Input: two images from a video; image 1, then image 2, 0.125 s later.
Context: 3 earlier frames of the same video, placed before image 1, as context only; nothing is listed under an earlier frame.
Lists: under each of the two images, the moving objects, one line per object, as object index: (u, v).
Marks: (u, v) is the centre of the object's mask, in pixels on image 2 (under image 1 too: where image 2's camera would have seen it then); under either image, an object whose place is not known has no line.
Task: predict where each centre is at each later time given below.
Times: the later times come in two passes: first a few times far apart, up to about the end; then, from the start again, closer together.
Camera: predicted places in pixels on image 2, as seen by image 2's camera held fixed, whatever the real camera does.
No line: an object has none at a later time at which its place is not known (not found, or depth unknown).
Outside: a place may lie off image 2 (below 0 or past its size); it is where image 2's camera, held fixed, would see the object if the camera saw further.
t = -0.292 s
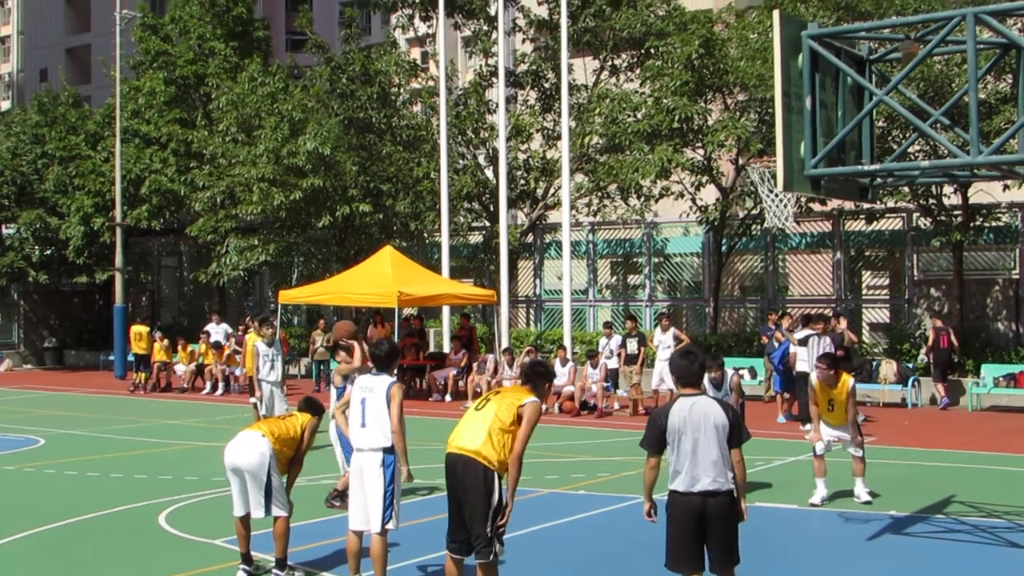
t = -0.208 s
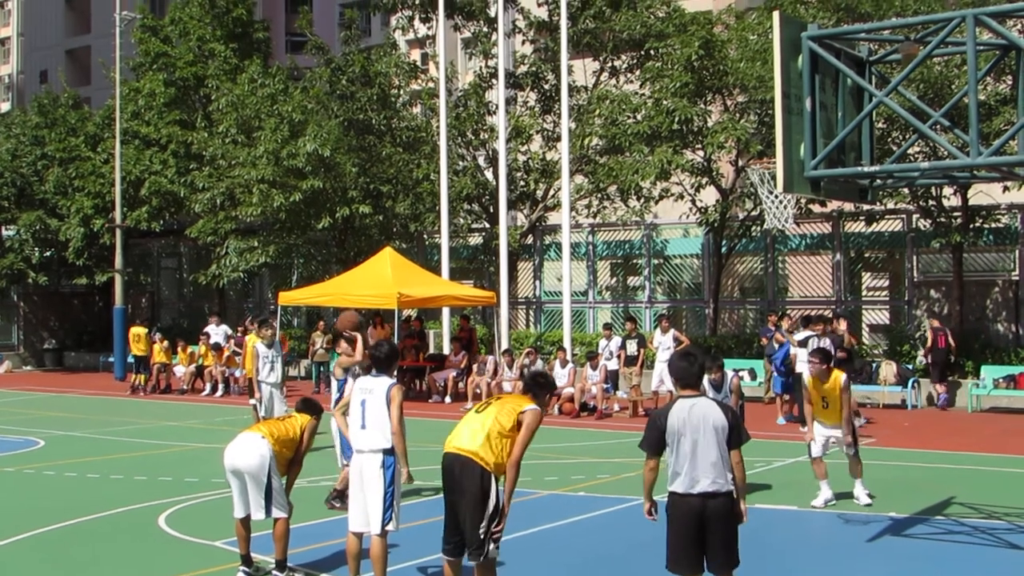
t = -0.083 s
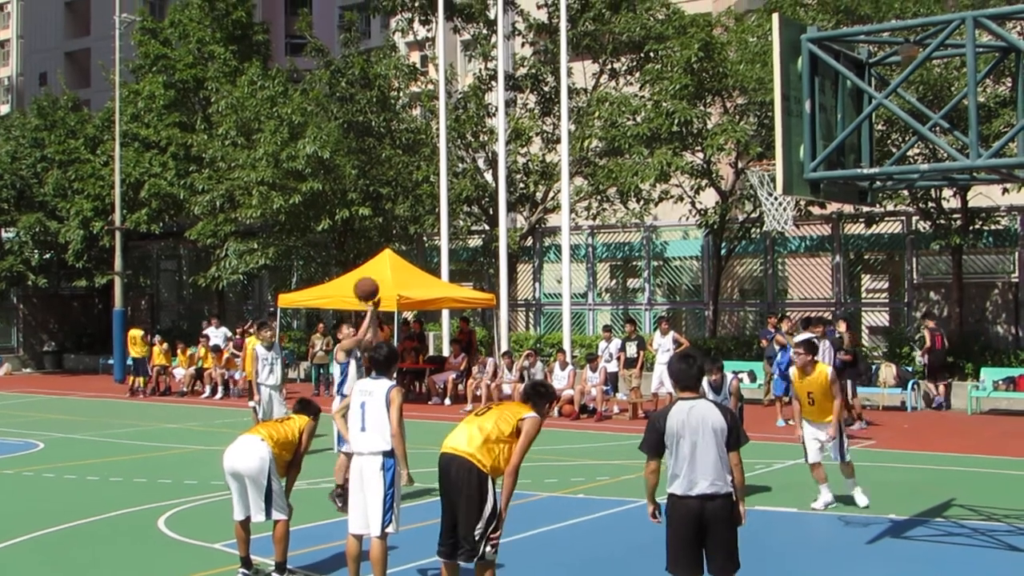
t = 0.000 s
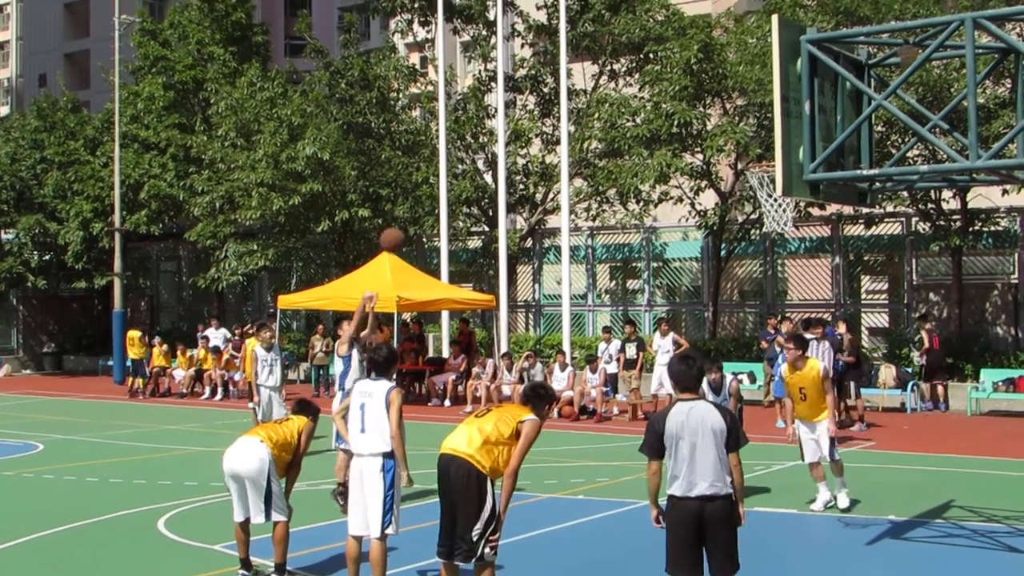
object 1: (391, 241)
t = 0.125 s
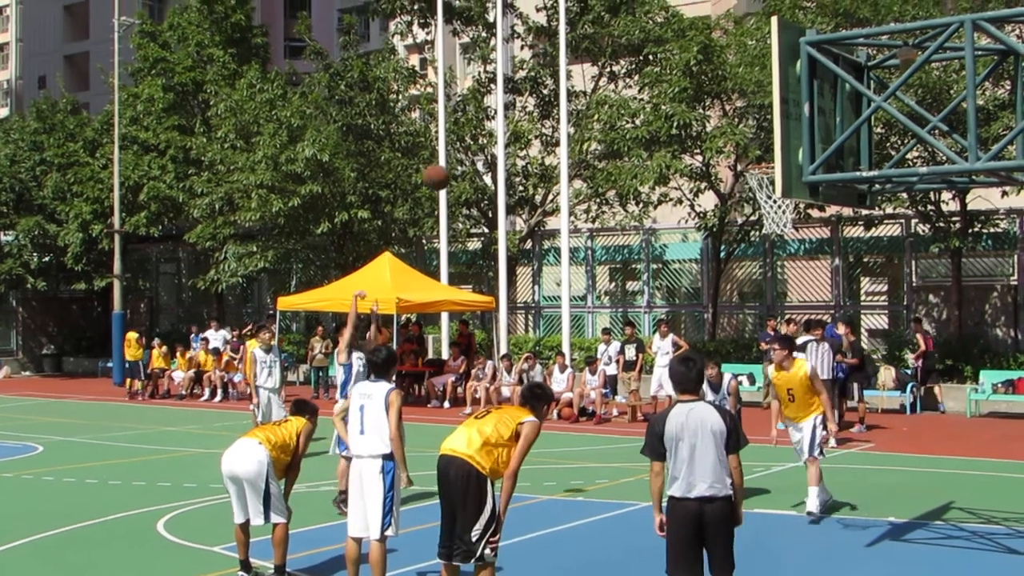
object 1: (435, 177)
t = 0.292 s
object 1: (500, 112)
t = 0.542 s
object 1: (606, 65)
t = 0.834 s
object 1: (749, 107)
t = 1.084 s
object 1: (762, 130)
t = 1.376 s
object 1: (689, 177)
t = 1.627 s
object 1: (625, 308)
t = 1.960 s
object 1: (554, 526)
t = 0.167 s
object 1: (452, 157)
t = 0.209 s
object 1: (467, 140)
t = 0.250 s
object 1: (483, 125)
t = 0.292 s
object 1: (500, 112)
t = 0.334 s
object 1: (517, 99)
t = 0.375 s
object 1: (533, 88)
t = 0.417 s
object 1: (551, 80)
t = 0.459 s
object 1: (569, 73)
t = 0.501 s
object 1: (588, 68)
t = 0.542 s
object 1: (606, 65)
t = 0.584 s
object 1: (625, 64)
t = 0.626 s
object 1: (644, 65)
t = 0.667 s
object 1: (665, 69)
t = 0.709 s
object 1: (685, 73)
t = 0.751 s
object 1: (706, 81)
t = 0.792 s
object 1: (727, 93)
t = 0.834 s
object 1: (749, 107)
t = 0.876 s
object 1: (765, 119)
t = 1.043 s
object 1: (767, 130)
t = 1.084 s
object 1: (762, 130)
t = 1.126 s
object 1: (756, 130)
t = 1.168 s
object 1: (744, 132)
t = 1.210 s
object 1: (734, 136)
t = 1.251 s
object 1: (722, 144)
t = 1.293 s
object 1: (711, 153)
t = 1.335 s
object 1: (701, 163)
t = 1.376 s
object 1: (689, 177)
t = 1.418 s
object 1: (679, 194)
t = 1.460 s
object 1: (668, 212)
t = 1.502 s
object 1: (657, 233)
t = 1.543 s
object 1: (646, 256)
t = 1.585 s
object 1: (635, 281)
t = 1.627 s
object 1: (625, 308)
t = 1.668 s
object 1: (615, 338)
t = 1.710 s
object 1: (605, 372)
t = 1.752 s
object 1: (594, 406)
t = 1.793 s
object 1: (586, 444)
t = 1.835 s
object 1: (576, 481)
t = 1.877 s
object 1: (566, 522)
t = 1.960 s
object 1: (554, 526)
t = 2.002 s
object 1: (550, 496)
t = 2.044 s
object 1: (547, 468)
